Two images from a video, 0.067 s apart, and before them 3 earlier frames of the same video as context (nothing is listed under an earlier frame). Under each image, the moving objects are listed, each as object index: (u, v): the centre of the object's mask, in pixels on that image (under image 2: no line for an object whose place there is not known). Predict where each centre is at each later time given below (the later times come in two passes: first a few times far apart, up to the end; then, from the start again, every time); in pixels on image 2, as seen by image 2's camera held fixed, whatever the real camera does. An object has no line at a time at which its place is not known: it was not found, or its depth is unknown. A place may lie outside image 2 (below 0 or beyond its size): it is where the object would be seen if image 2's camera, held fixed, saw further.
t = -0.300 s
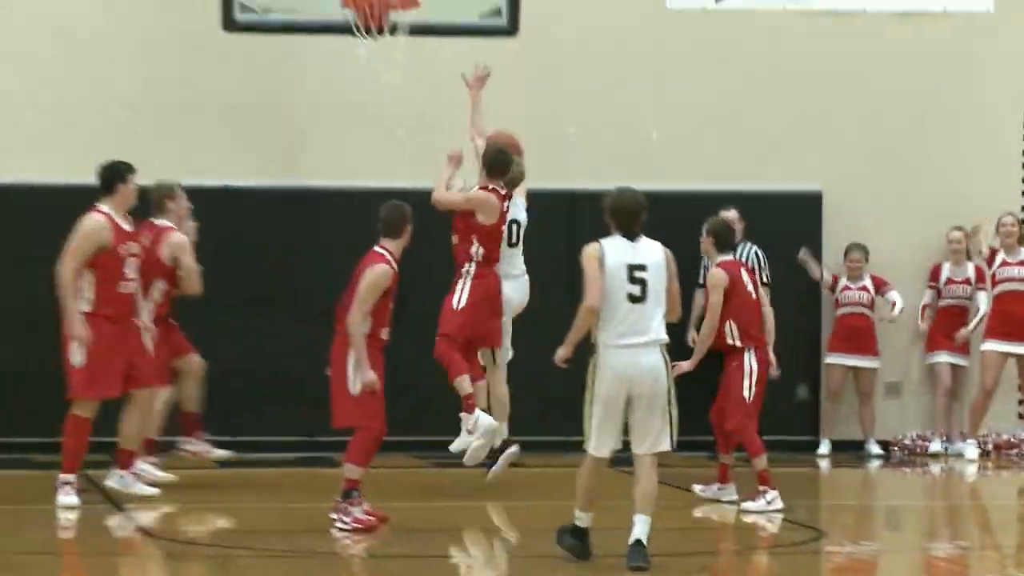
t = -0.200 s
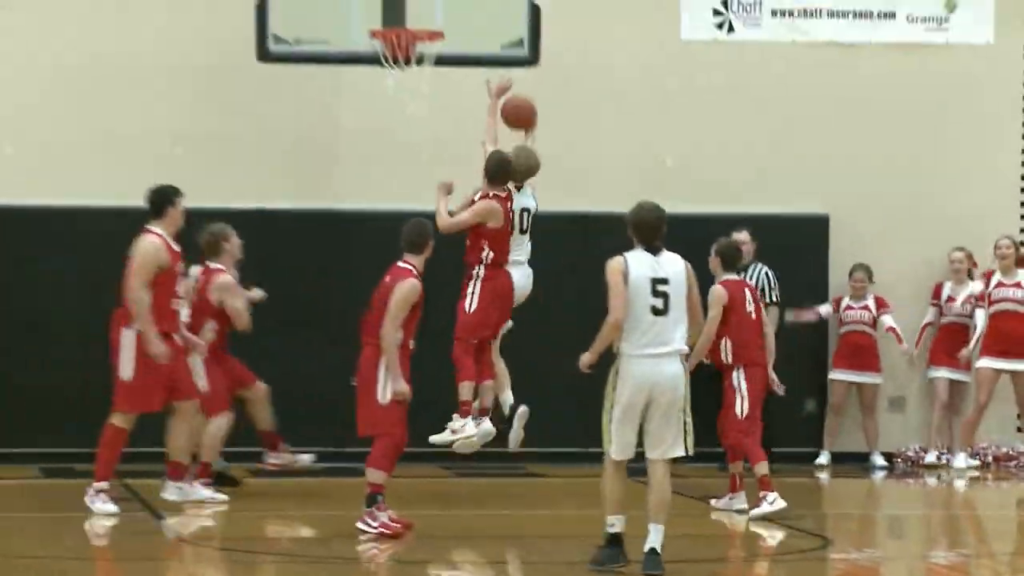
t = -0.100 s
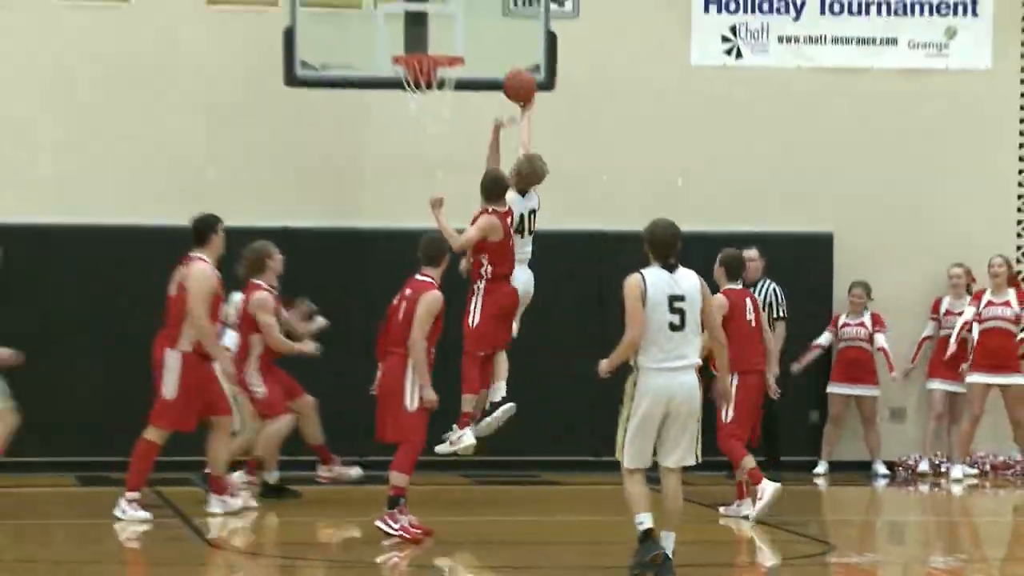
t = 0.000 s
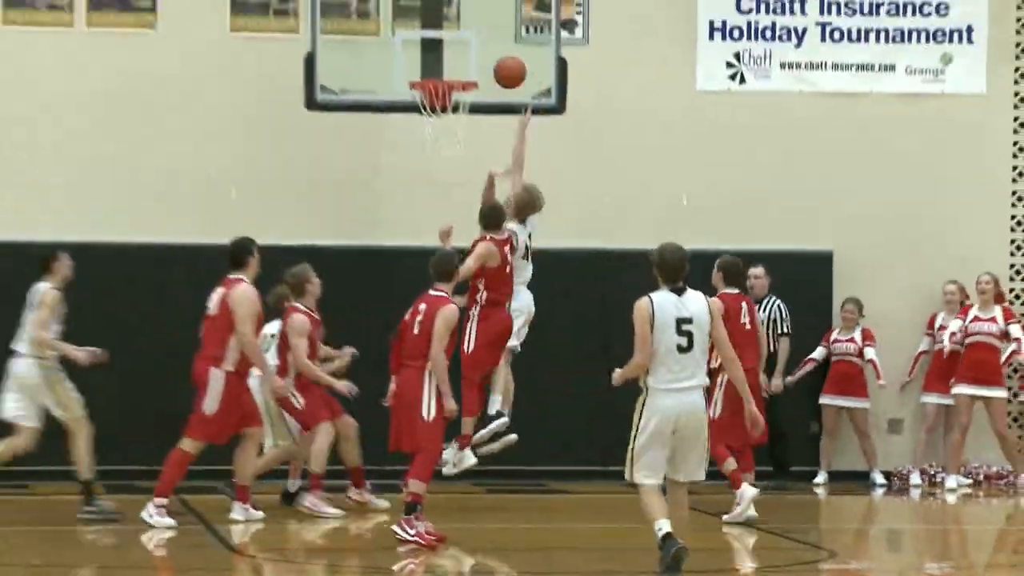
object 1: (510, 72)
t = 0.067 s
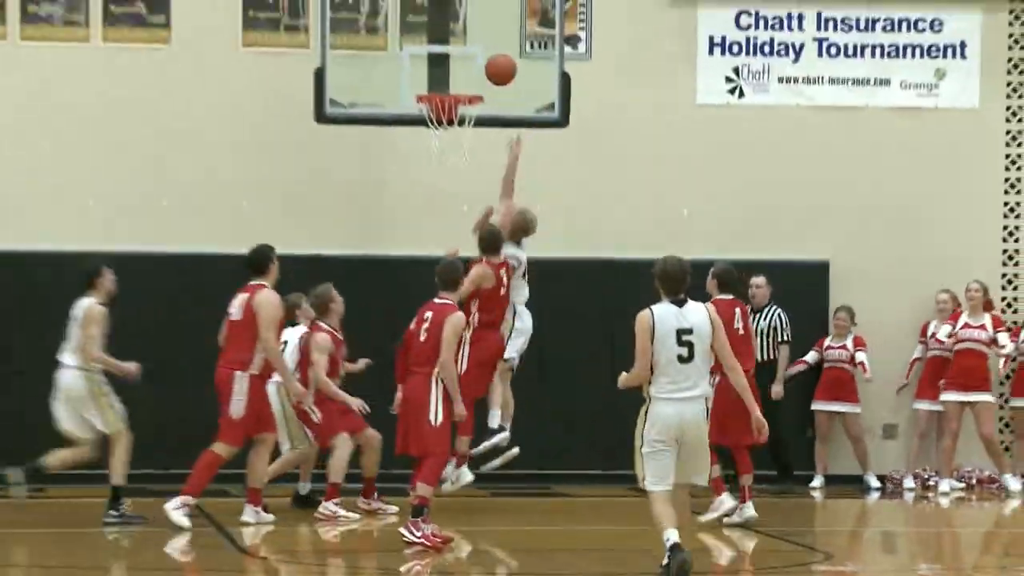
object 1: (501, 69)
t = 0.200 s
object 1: (475, 51)
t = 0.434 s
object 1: (444, 70)
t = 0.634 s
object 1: (460, 124)
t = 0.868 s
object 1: (486, 192)
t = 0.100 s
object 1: (494, 63)
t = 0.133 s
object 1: (486, 58)
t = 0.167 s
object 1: (480, 54)
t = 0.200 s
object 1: (475, 51)
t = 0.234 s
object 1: (471, 50)
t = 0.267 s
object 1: (466, 50)
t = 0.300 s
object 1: (462, 51)
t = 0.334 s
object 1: (458, 52)
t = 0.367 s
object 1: (454, 58)
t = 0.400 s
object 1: (449, 63)
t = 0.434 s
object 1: (444, 70)
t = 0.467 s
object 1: (440, 78)
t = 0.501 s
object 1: (436, 84)
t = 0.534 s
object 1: (438, 89)
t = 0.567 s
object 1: (444, 90)
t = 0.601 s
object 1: (455, 113)
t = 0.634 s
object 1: (460, 124)
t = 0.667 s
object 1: (466, 134)
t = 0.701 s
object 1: (471, 143)
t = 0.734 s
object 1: (474, 149)
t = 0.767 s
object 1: (477, 158)
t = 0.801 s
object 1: (480, 168)
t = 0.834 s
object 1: (483, 179)
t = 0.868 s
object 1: (486, 192)
